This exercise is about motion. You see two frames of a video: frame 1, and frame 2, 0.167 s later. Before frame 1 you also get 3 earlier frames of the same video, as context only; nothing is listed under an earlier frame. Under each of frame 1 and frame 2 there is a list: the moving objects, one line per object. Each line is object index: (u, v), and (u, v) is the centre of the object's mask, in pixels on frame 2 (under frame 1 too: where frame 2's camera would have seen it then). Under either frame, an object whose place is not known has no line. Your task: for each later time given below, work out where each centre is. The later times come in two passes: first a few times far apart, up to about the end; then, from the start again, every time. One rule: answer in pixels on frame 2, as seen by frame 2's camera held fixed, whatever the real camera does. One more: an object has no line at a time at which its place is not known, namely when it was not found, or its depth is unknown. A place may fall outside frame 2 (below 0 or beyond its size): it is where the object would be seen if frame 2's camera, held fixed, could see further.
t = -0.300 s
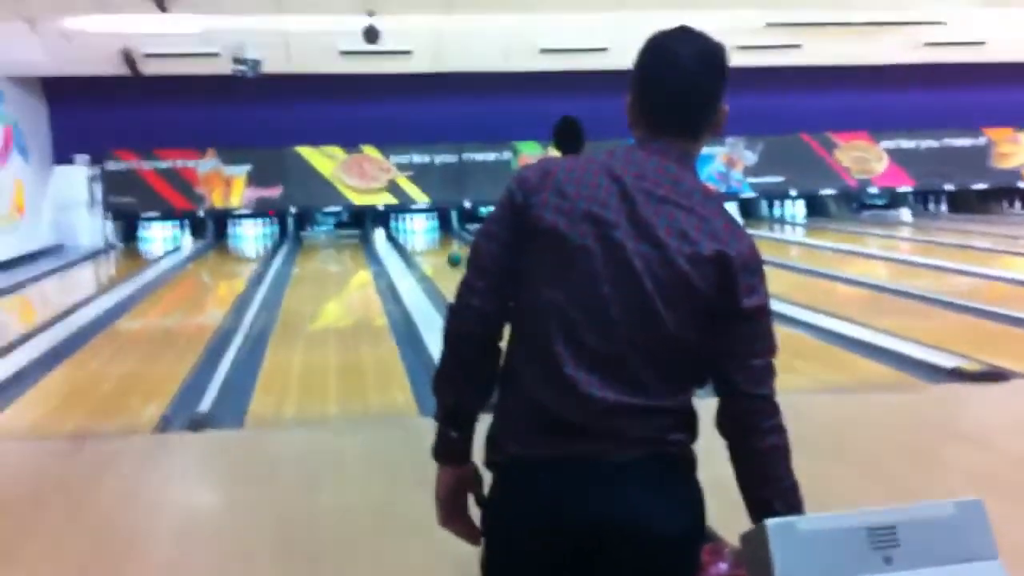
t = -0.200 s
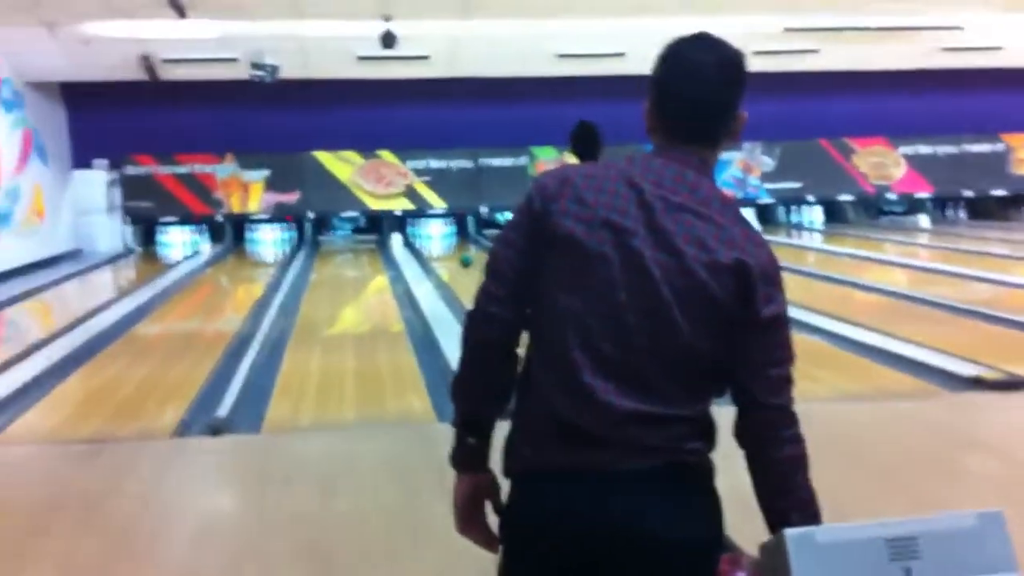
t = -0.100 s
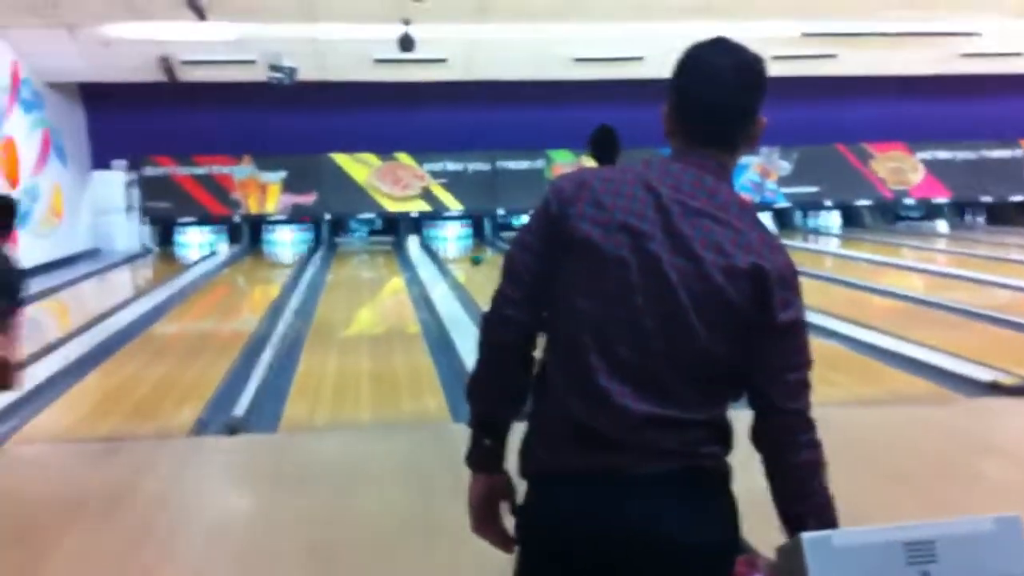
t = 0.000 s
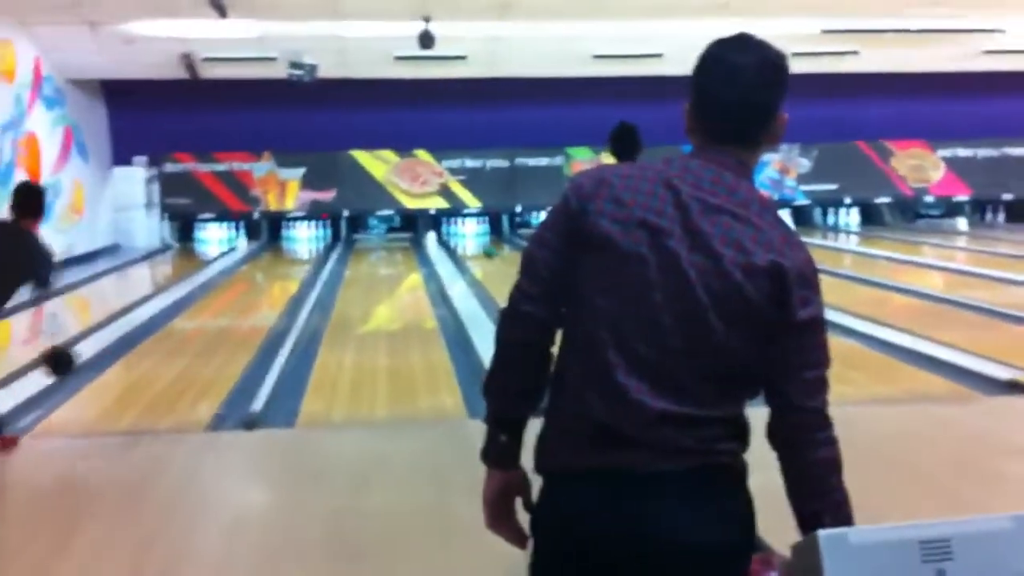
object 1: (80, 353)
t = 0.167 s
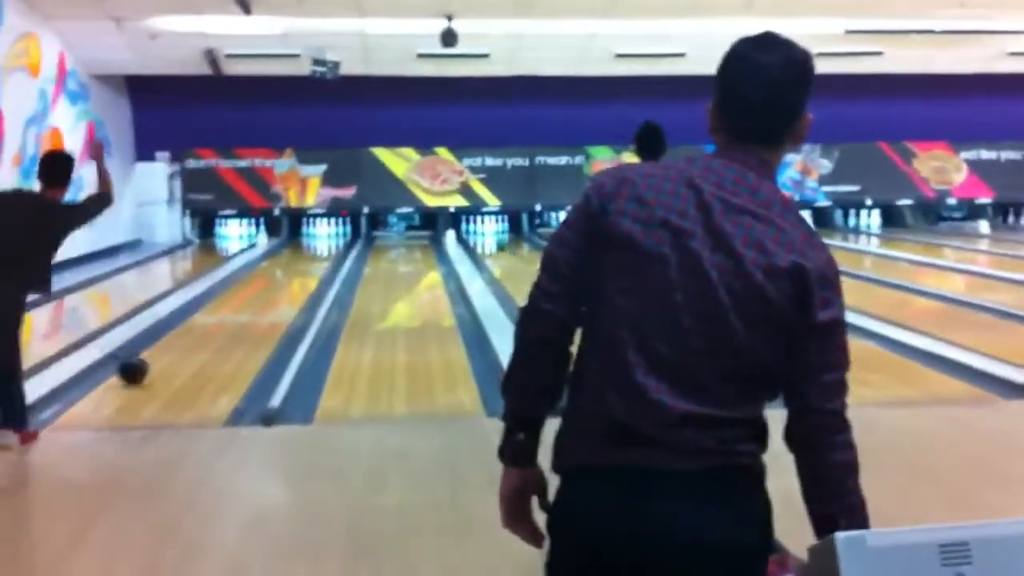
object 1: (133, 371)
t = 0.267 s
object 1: (156, 353)
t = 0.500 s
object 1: (200, 325)
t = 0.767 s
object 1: (235, 302)
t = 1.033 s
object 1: (262, 284)
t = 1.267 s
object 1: (280, 272)
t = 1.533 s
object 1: (295, 262)
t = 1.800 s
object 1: (308, 253)
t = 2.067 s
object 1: (315, 246)
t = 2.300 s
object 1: (319, 240)
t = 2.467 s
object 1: (320, 238)
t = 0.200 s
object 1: (141, 365)
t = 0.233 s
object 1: (149, 358)
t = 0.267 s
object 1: (156, 353)
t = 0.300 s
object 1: (164, 351)
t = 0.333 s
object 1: (171, 346)
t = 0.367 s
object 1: (178, 341)
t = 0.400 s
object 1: (184, 336)
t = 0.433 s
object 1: (190, 332)
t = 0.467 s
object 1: (195, 329)
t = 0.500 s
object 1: (200, 325)
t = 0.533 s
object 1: (206, 321)
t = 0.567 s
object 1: (210, 318)
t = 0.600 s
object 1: (214, 315)
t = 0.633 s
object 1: (219, 313)
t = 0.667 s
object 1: (224, 310)
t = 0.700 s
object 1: (228, 307)
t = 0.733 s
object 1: (232, 304)
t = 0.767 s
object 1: (235, 302)
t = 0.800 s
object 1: (239, 299)
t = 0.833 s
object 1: (243, 297)
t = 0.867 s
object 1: (247, 295)
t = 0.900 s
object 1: (250, 292)
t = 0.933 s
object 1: (252, 290)
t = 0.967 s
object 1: (255, 288)
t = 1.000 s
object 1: (258, 286)
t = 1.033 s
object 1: (262, 284)
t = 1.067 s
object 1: (265, 283)
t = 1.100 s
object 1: (267, 281)
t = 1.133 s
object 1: (270, 279)
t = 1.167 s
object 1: (273, 277)
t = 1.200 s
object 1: (276, 276)
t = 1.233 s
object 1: (278, 274)
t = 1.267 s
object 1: (280, 272)
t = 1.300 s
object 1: (282, 271)
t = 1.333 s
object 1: (285, 269)
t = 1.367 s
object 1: (288, 268)
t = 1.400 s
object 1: (290, 267)
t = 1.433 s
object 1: (291, 265)
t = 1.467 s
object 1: (293, 265)
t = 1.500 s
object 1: (294, 263)
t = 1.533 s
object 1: (295, 262)
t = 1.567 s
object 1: (297, 261)
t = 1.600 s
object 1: (299, 260)
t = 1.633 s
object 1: (301, 259)
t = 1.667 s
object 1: (302, 258)
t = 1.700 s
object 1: (304, 256)
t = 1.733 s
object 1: (306, 255)
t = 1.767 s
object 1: (306, 254)
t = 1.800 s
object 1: (308, 253)
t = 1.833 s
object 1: (309, 252)
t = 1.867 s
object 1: (310, 252)
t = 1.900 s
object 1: (311, 250)
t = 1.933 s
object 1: (312, 249)
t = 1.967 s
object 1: (313, 249)
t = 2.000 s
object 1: (314, 248)
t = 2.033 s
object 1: (315, 246)
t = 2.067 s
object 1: (315, 246)
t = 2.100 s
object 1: (317, 245)
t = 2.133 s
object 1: (317, 245)
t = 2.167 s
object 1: (318, 244)
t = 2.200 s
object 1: (318, 244)
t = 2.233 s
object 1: (319, 242)
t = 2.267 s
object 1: (319, 241)
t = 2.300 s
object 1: (319, 240)
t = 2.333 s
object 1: (320, 240)
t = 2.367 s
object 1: (320, 239)
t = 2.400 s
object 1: (320, 239)
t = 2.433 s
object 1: (320, 238)
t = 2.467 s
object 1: (320, 238)
